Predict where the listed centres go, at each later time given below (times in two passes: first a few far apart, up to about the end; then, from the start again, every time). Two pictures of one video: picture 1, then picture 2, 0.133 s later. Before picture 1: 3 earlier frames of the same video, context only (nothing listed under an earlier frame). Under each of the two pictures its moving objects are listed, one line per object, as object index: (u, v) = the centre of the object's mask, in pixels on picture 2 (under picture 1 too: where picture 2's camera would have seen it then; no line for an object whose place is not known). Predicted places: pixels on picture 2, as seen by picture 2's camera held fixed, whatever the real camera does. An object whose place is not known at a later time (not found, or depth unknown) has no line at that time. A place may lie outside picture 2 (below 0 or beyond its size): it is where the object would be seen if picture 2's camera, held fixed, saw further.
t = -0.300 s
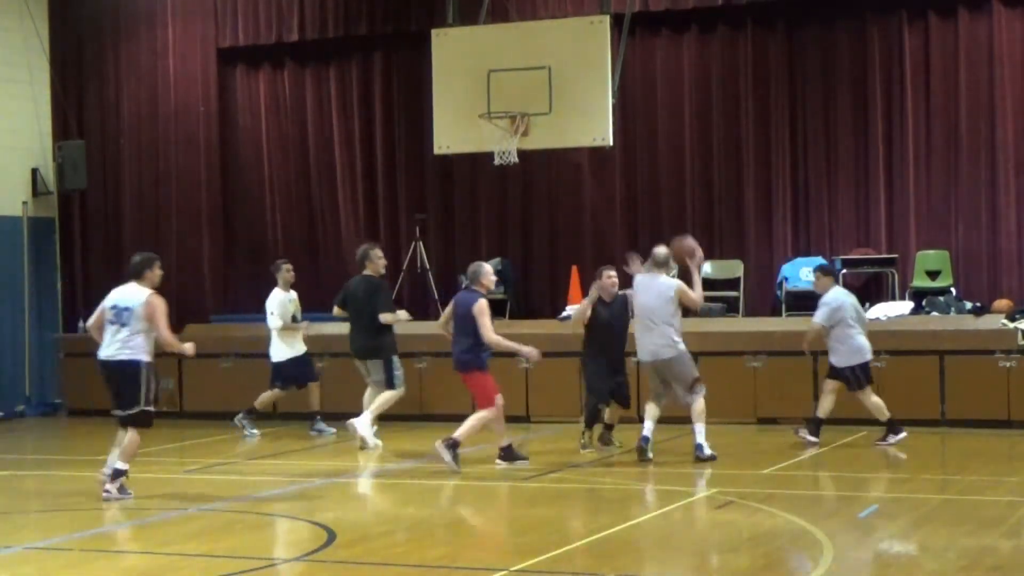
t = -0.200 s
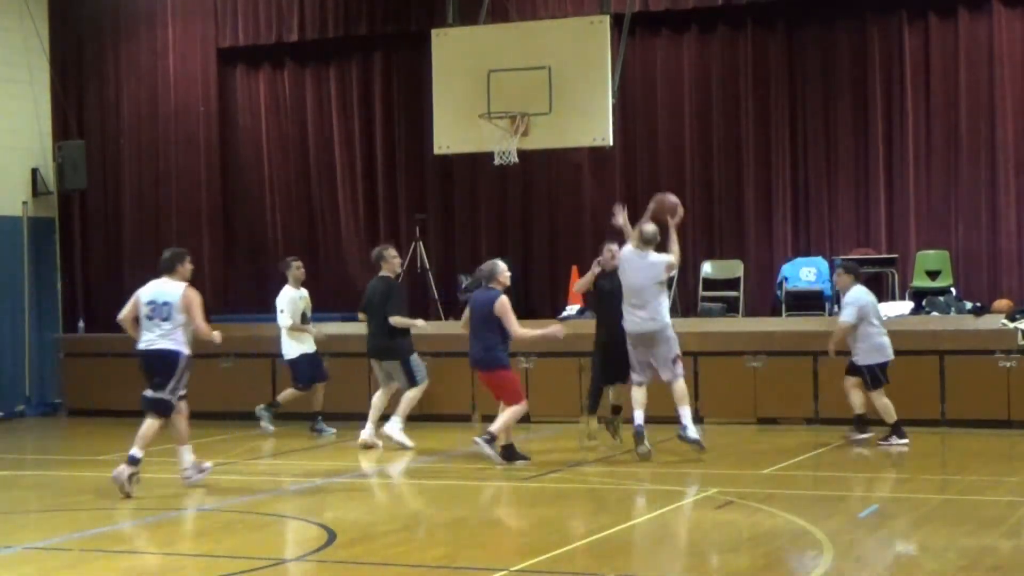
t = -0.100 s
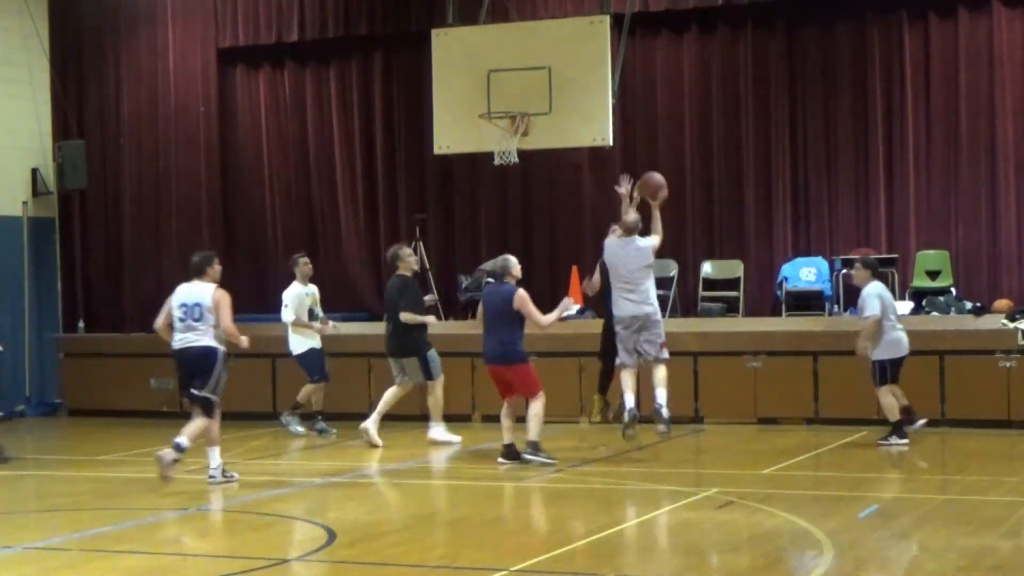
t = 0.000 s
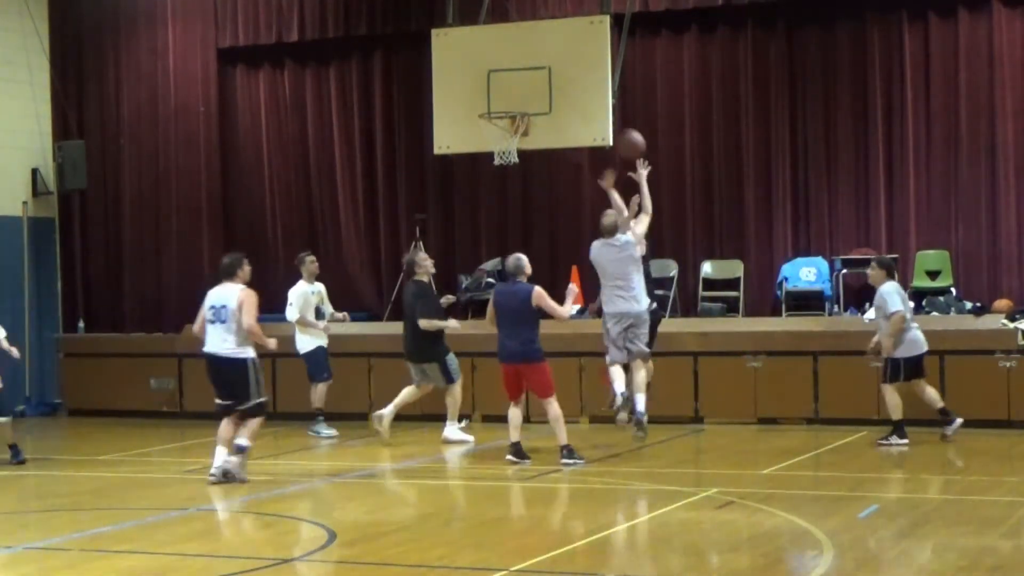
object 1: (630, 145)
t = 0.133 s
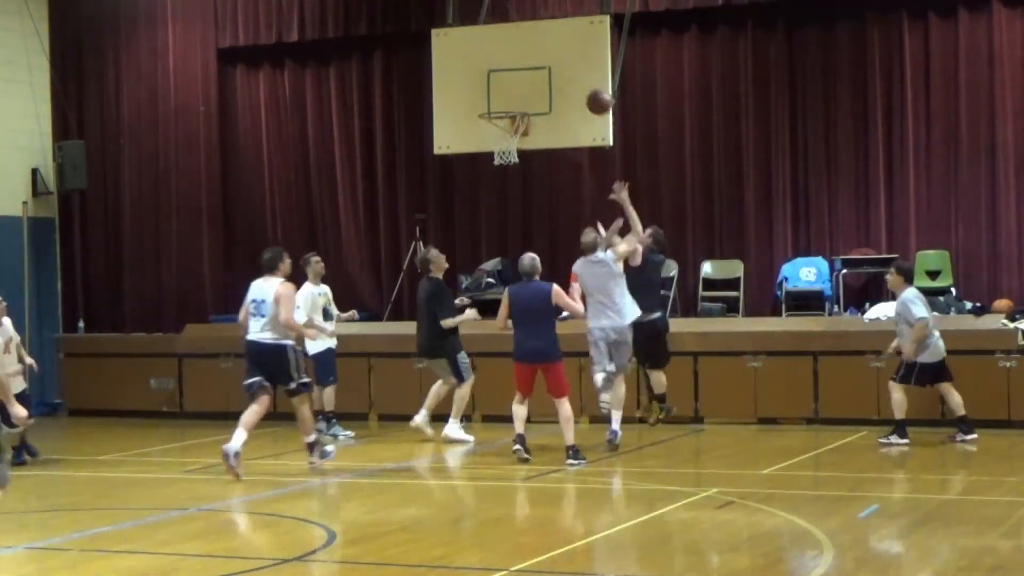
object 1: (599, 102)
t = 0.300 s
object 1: (565, 78)
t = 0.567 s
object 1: (499, 97)
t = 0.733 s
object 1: (468, 90)
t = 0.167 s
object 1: (592, 94)
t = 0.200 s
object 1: (584, 89)
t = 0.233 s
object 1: (577, 84)
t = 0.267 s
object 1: (571, 80)
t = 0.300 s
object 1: (565, 78)
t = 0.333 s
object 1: (558, 77)
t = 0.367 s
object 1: (551, 77)
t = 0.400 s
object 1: (544, 78)
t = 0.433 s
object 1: (535, 79)
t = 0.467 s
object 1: (525, 81)
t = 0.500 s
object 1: (517, 86)
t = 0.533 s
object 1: (507, 91)
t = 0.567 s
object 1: (499, 97)
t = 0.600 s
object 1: (491, 99)
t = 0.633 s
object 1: (485, 96)
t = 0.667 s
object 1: (480, 93)
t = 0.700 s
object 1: (474, 91)
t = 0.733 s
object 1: (468, 90)
